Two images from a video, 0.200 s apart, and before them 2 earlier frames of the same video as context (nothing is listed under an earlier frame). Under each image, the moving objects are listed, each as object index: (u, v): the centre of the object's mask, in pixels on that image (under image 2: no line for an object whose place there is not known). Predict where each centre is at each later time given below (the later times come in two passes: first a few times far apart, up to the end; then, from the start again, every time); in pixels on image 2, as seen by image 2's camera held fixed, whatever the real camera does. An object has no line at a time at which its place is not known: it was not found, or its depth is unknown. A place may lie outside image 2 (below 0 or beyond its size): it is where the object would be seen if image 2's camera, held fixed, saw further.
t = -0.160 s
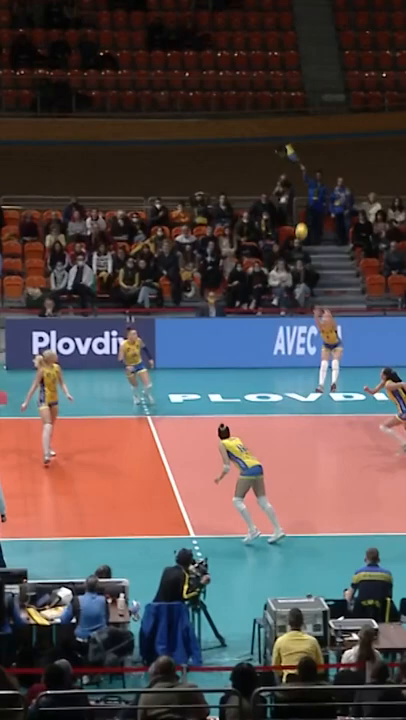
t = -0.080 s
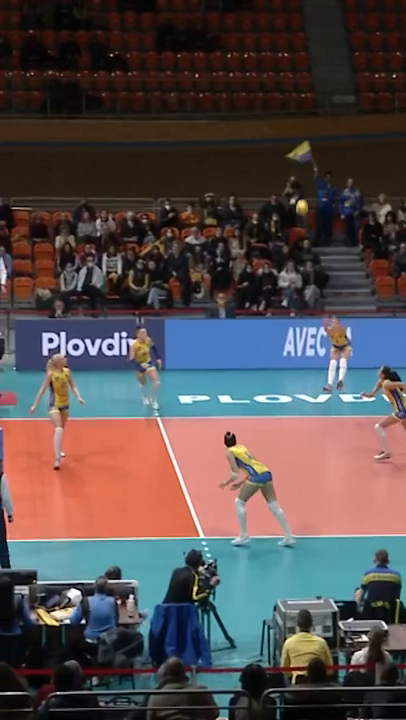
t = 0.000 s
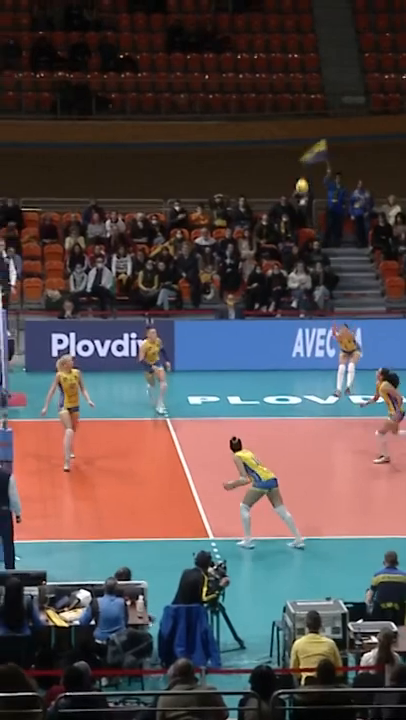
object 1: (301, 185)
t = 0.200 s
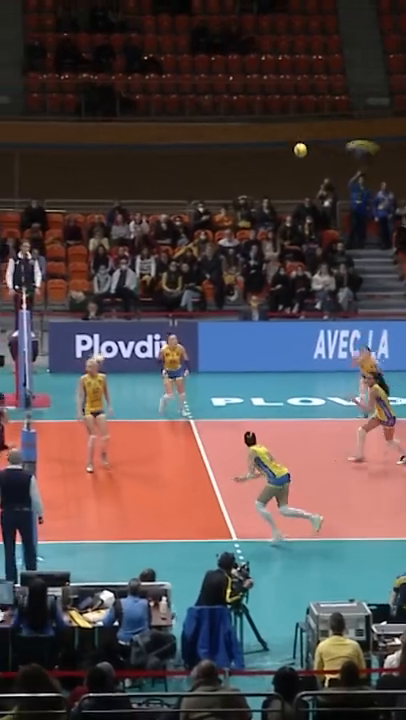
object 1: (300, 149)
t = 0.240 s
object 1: (294, 144)
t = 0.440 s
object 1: (266, 136)
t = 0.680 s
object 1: (231, 161)
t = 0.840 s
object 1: (208, 197)
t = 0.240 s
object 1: (294, 144)
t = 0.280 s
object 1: (288, 141)
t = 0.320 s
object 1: (283, 138)
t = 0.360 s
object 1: (277, 137)
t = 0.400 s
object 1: (271, 136)
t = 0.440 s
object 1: (266, 136)
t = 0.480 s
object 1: (260, 138)
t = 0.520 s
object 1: (254, 140)
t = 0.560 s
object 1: (248, 144)
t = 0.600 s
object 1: (242, 148)
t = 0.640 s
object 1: (237, 154)
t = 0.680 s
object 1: (231, 161)
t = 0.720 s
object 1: (225, 168)
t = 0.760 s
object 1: (219, 177)
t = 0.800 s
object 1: (213, 187)
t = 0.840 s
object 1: (208, 197)
